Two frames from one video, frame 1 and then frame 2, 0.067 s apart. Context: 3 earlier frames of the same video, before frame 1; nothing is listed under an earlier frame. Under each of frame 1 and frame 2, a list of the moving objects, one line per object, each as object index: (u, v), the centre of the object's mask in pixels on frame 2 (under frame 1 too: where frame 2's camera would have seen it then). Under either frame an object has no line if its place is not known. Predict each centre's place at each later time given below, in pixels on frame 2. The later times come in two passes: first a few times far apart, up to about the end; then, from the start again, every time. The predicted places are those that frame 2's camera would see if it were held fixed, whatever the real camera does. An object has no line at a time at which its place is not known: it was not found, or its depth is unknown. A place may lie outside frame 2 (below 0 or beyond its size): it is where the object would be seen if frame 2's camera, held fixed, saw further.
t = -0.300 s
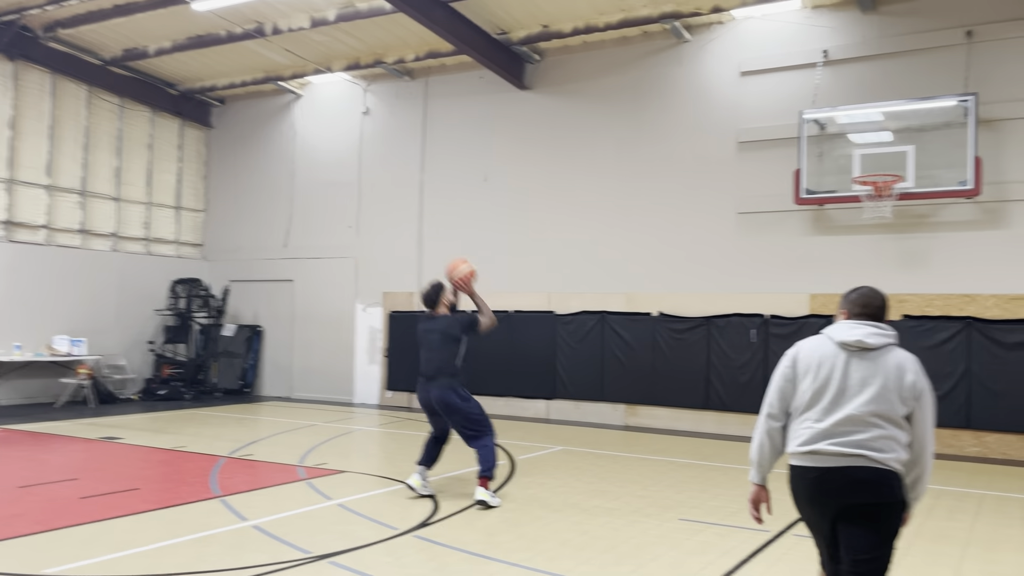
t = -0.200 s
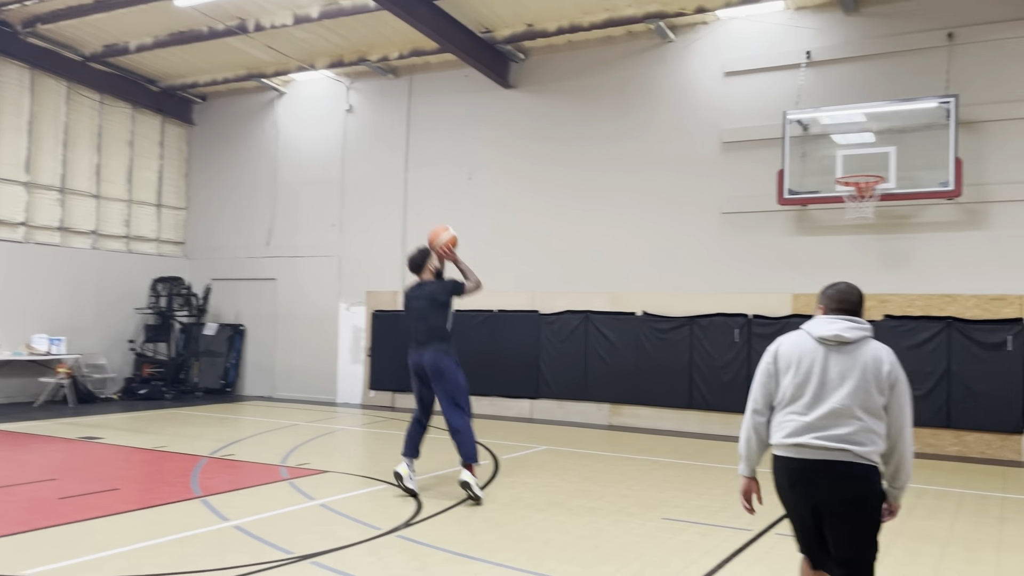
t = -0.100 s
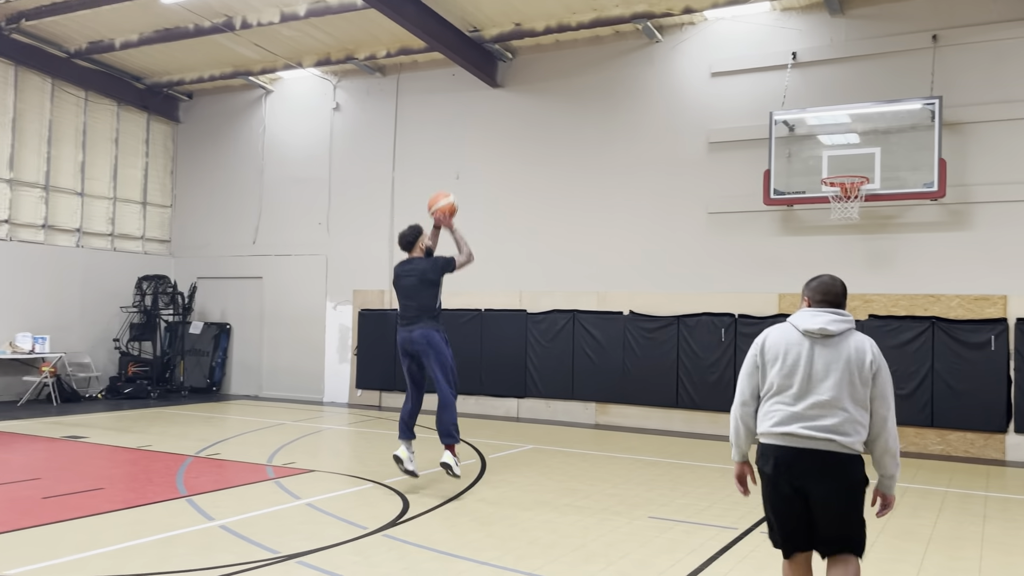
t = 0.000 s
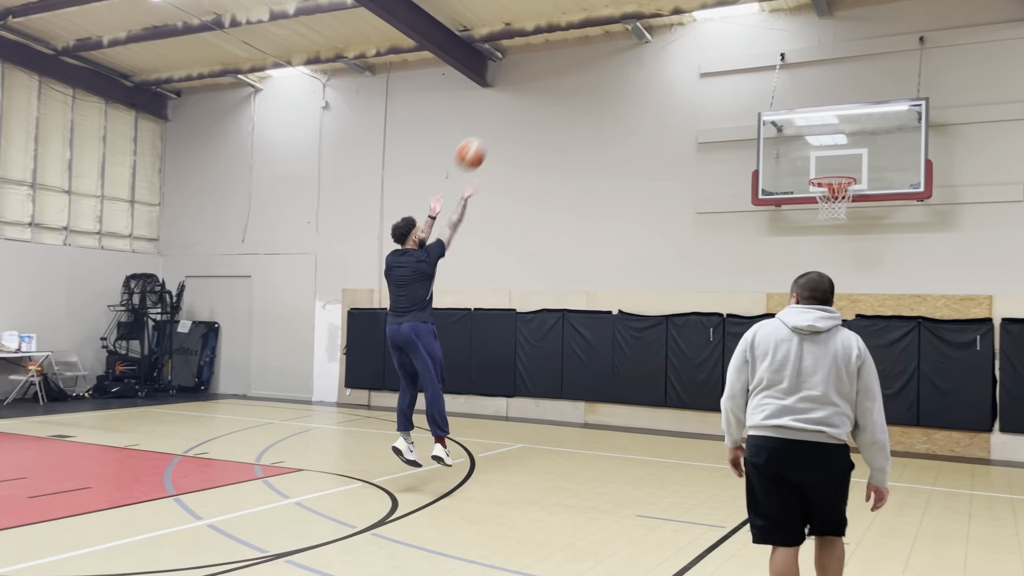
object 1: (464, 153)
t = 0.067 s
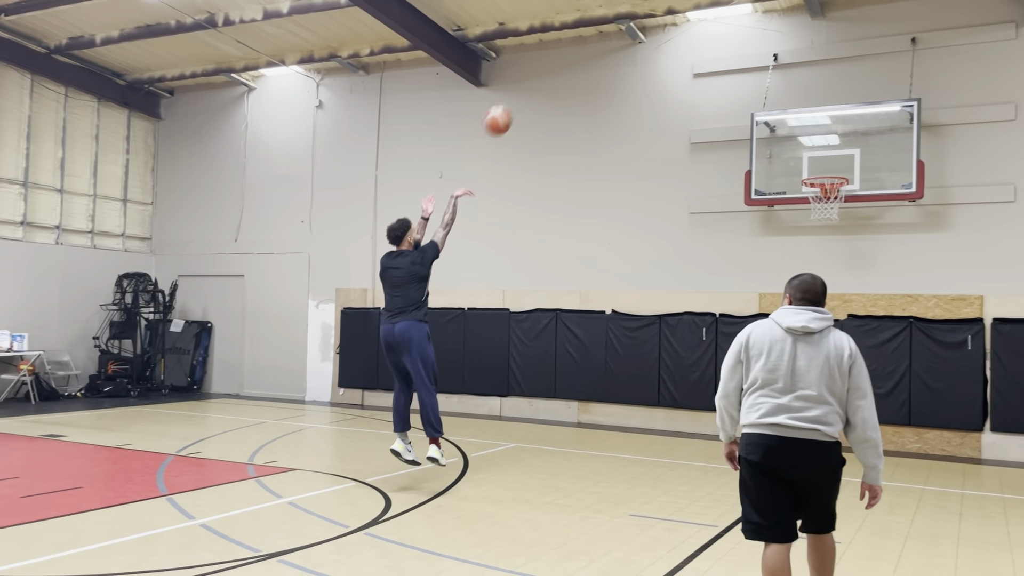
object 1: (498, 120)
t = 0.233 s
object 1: (572, 65)
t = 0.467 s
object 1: (662, 45)
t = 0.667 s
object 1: (726, 70)
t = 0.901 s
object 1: (791, 139)
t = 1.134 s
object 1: (832, 168)
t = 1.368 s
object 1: (843, 152)
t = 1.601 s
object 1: (853, 186)
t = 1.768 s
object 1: (862, 244)
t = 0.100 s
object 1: (513, 106)
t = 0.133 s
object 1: (529, 94)
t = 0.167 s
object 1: (544, 83)
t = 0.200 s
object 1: (558, 74)
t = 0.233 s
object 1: (572, 65)
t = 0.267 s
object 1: (585, 59)
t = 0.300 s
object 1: (599, 54)
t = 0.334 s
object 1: (612, 49)
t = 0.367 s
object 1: (625, 46)
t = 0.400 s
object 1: (637, 45)
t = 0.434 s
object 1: (650, 45)
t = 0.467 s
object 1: (662, 45)
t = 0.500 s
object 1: (673, 47)
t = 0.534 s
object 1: (684, 50)
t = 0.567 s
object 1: (695, 53)
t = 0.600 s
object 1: (706, 58)
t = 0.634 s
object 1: (716, 64)
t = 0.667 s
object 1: (726, 70)
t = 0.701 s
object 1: (736, 77)
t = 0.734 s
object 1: (746, 86)
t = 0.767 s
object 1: (756, 95)
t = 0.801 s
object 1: (765, 104)
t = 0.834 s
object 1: (774, 116)
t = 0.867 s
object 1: (782, 128)
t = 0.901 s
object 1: (791, 139)
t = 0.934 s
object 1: (799, 152)
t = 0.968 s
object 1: (808, 166)
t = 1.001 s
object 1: (815, 170)
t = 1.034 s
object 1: (821, 171)
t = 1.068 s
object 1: (827, 173)
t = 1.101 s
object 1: (831, 172)
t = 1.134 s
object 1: (832, 168)
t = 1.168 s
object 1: (834, 164)
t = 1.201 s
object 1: (835, 160)
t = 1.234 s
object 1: (837, 156)
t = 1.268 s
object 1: (838, 154)
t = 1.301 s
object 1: (840, 152)
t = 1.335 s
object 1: (841, 152)
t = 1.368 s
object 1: (843, 152)
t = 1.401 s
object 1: (845, 153)
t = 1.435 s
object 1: (846, 156)
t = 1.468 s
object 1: (847, 160)
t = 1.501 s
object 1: (849, 165)
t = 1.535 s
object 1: (851, 170)
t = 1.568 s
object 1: (852, 178)
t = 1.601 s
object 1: (853, 186)
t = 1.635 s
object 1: (855, 195)
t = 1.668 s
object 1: (856, 206)
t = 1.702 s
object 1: (859, 218)
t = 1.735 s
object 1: (860, 230)
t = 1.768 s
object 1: (862, 244)
